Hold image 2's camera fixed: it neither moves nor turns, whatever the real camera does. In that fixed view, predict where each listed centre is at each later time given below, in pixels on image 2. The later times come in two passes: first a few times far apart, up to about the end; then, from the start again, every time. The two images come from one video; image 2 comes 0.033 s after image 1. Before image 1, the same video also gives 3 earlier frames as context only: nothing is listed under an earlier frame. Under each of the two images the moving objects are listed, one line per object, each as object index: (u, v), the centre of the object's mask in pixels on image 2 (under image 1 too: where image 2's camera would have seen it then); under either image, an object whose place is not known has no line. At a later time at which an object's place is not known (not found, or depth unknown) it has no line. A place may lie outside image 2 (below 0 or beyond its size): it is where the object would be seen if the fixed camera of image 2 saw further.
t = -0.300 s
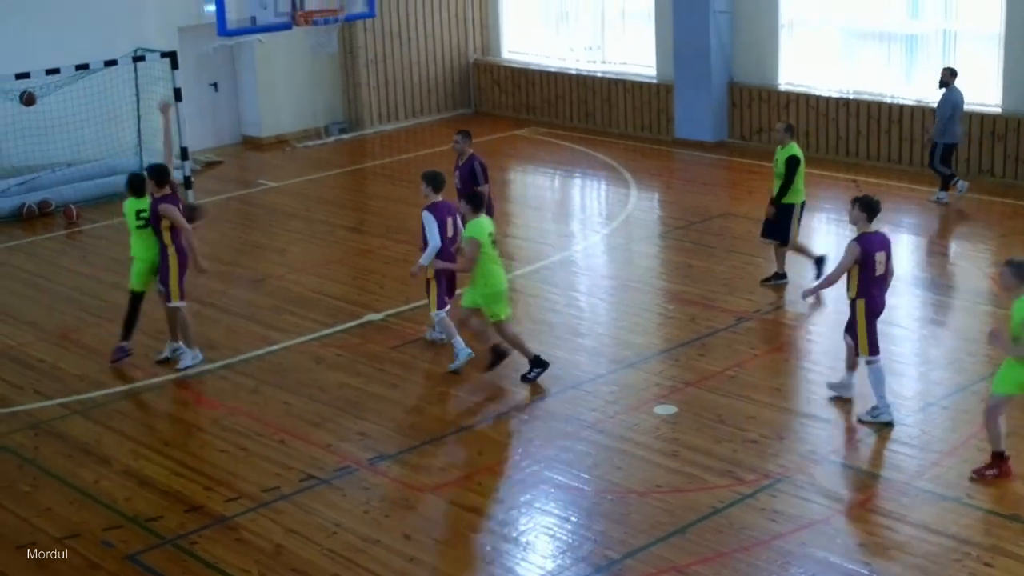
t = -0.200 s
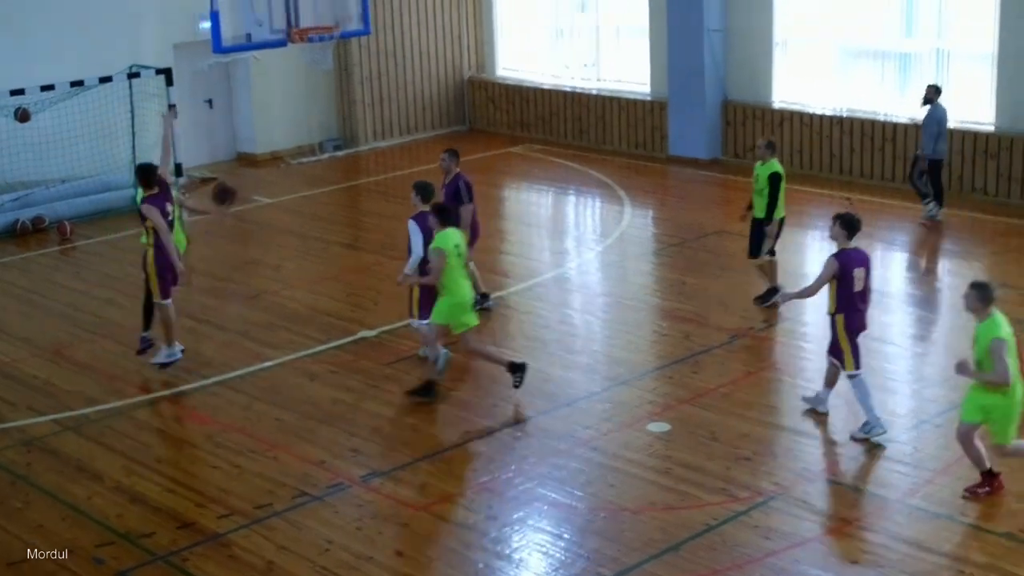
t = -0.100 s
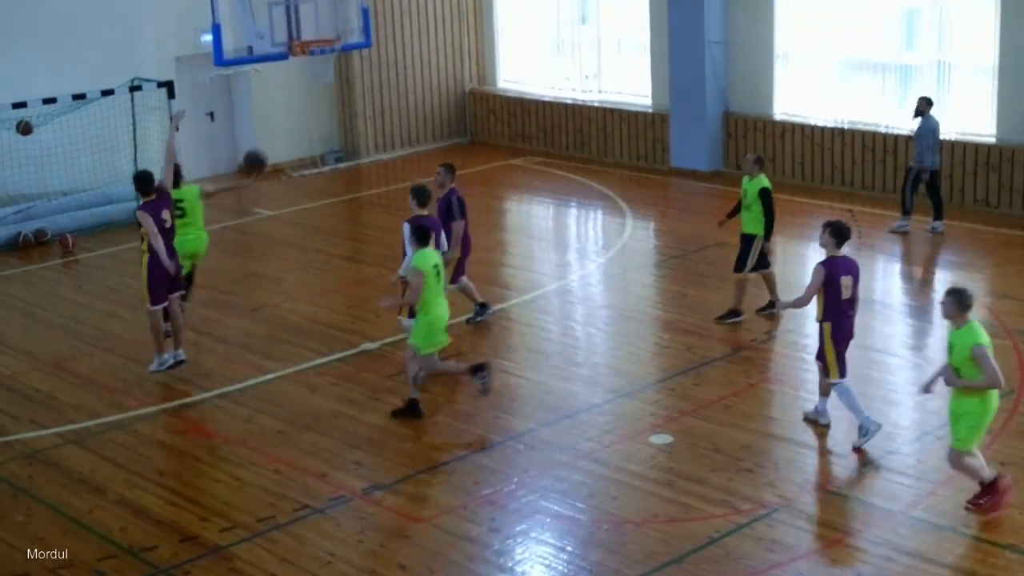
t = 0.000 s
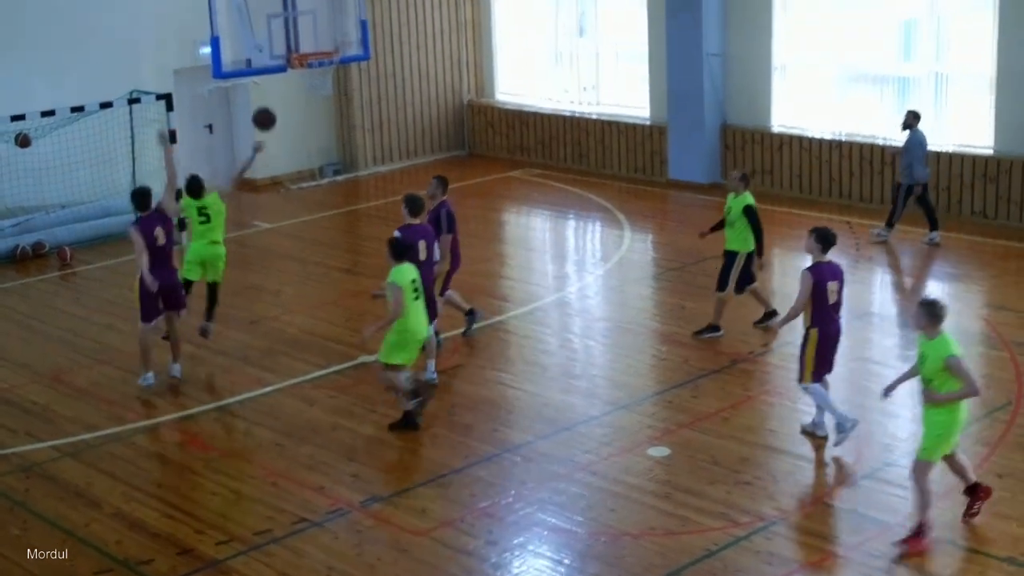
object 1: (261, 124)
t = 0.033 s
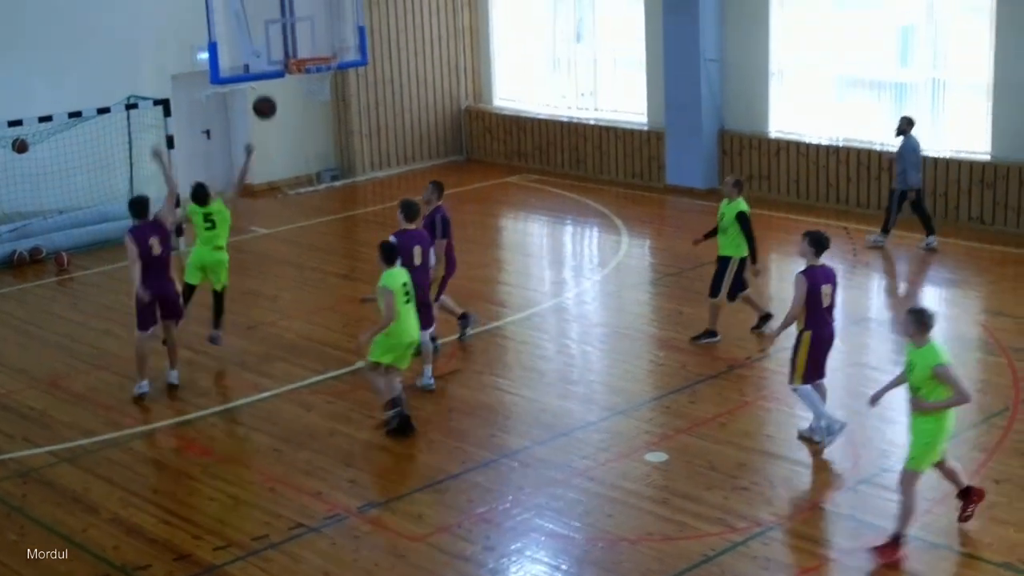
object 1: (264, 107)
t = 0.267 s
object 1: (286, 19)
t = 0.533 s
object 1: (317, -17)
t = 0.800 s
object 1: (351, 19)
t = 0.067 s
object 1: (267, 91)
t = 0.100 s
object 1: (271, 77)
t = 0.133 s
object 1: (275, 64)
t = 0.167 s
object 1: (276, 50)
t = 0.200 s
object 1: (279, 38)
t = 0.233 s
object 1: (283, 29)
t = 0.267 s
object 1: (286, 19)
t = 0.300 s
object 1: (290, 10)
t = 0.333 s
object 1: (293, 3)
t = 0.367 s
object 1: (297, -3)
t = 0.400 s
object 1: (300, -8)
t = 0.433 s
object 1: (305, -12)
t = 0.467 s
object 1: (309, -15)
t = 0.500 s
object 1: (312, -16)
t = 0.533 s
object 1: (317, -17)
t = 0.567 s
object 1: (321, -16)
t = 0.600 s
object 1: (325, -14)
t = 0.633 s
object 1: (330, -11)
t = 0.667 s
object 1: (333, -7)
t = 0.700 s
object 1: (338, -3)
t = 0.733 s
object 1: (342, 4)
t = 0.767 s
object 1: (347, 10)
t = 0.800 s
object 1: (351, 19)
